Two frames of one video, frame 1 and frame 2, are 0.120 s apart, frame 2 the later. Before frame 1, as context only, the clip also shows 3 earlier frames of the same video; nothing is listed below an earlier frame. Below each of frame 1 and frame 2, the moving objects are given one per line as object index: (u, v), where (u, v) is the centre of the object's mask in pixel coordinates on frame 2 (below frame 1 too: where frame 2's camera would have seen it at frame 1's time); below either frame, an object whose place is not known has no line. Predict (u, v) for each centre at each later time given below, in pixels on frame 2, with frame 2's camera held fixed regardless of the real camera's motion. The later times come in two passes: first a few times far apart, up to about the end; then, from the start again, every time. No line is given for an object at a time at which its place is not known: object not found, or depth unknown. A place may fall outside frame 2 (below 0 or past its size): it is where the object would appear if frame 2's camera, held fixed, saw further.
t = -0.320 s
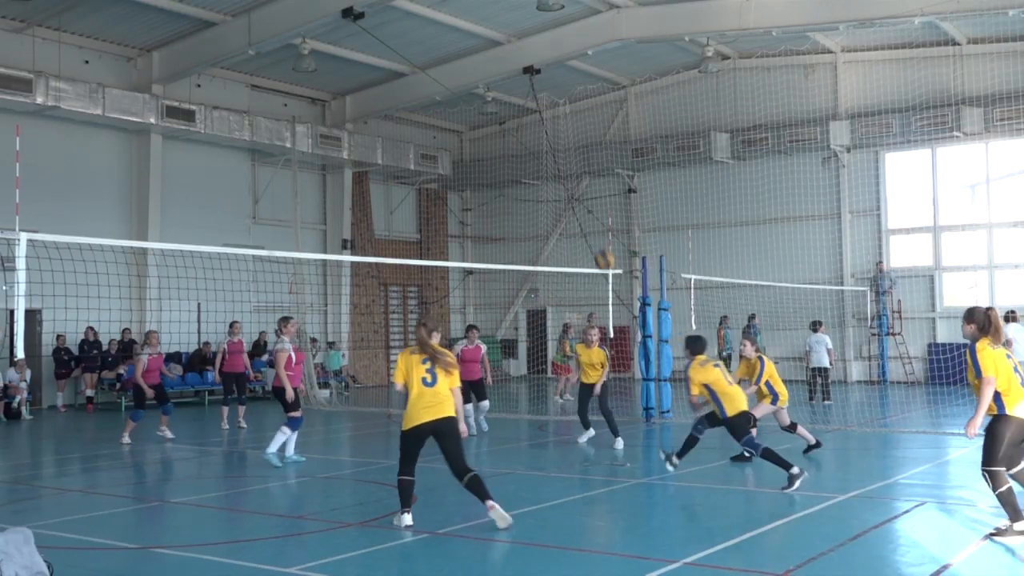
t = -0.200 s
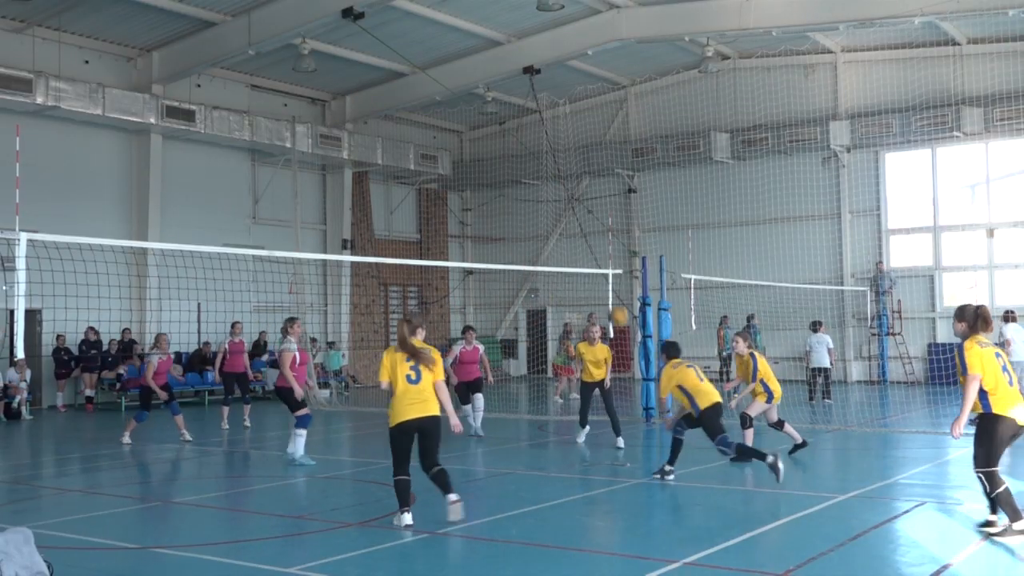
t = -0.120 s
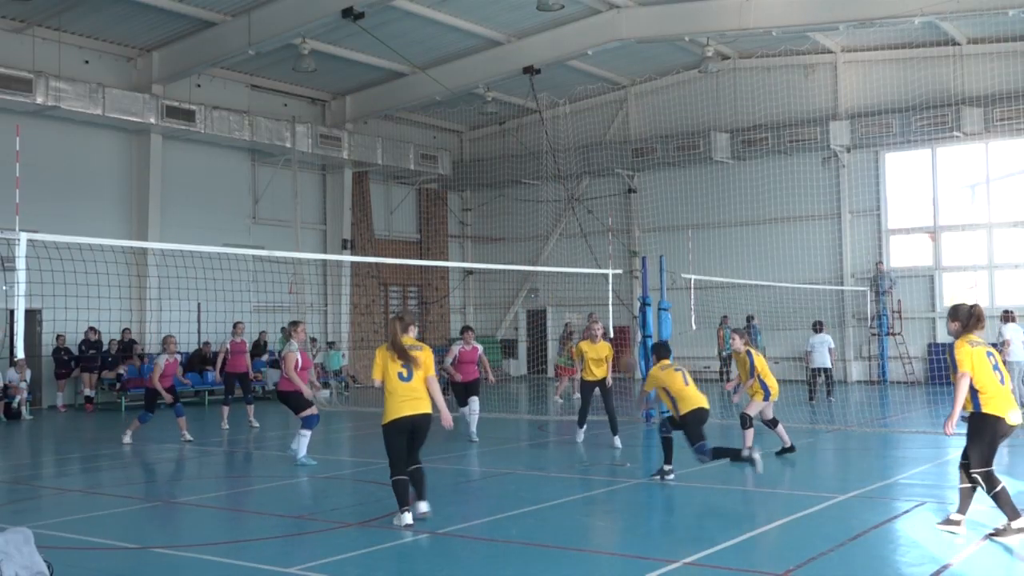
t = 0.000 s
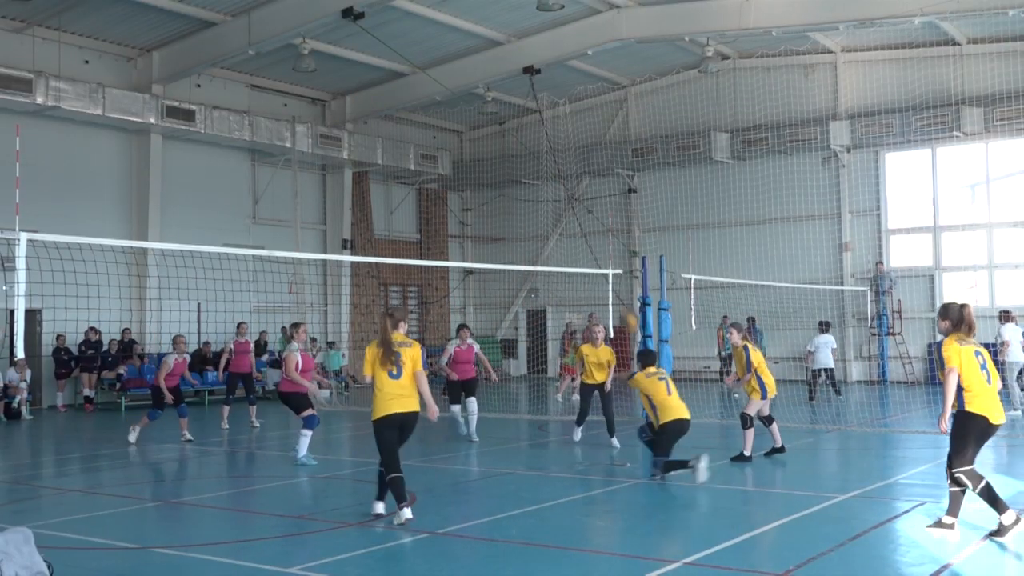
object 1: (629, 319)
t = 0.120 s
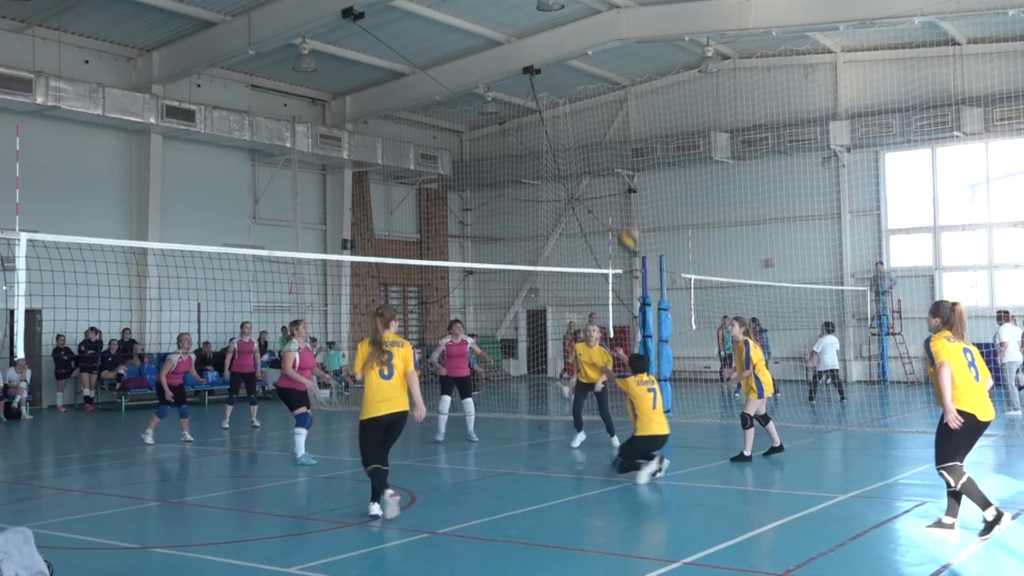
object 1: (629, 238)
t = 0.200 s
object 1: (627, 196)
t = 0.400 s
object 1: (627, 114)
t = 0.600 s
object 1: (629, 70)
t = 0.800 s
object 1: (632, 63)
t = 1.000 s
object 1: (636, 91)
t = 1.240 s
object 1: (640, 170)
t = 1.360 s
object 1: (643, 226)
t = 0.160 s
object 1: (628, 217)
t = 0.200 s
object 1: (627, 196)
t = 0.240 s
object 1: (629, 177)
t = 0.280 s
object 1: (627, 158)
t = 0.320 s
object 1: (628, 140)
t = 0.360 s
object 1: (628, 127)
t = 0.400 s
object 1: (627, 114)
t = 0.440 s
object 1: (628, 102)
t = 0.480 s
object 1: (628, 92)
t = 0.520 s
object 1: (629, 83)
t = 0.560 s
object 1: (629, 76)
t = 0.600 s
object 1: (629, 70)
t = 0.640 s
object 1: (630, 66)
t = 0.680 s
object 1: (630, 63)
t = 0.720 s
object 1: (631, 61)
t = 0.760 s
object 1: (631, 62)
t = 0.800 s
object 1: (632, 63)
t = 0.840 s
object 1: (632, 66)
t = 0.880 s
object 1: (633, 70)
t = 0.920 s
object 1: (634, 75)
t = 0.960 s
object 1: (635, 82)
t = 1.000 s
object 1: (636, 91)
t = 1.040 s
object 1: (636, 101)
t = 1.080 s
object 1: (636, 111)
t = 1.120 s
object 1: (637, 124)
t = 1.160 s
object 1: (639, 138)
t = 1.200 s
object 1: (640, 153)
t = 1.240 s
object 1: (640, 170)
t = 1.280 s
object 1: (640, 187)
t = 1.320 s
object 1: (642, 207)
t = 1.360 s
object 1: (643, 226)
